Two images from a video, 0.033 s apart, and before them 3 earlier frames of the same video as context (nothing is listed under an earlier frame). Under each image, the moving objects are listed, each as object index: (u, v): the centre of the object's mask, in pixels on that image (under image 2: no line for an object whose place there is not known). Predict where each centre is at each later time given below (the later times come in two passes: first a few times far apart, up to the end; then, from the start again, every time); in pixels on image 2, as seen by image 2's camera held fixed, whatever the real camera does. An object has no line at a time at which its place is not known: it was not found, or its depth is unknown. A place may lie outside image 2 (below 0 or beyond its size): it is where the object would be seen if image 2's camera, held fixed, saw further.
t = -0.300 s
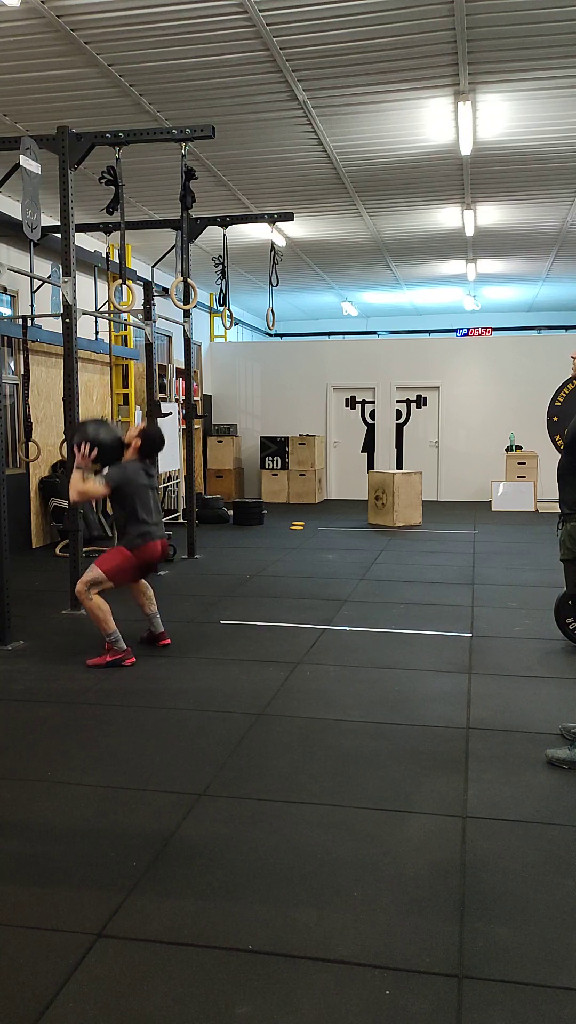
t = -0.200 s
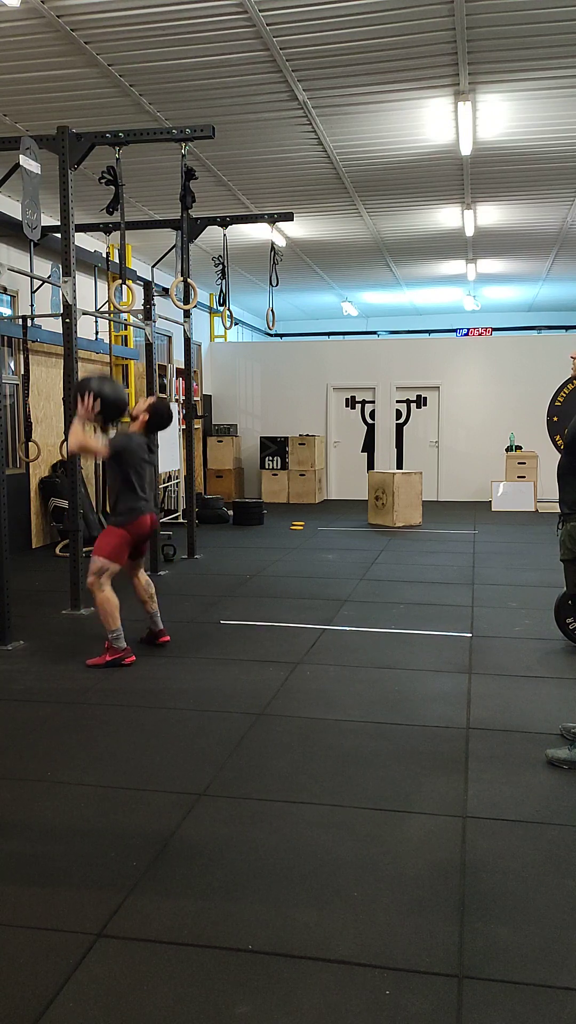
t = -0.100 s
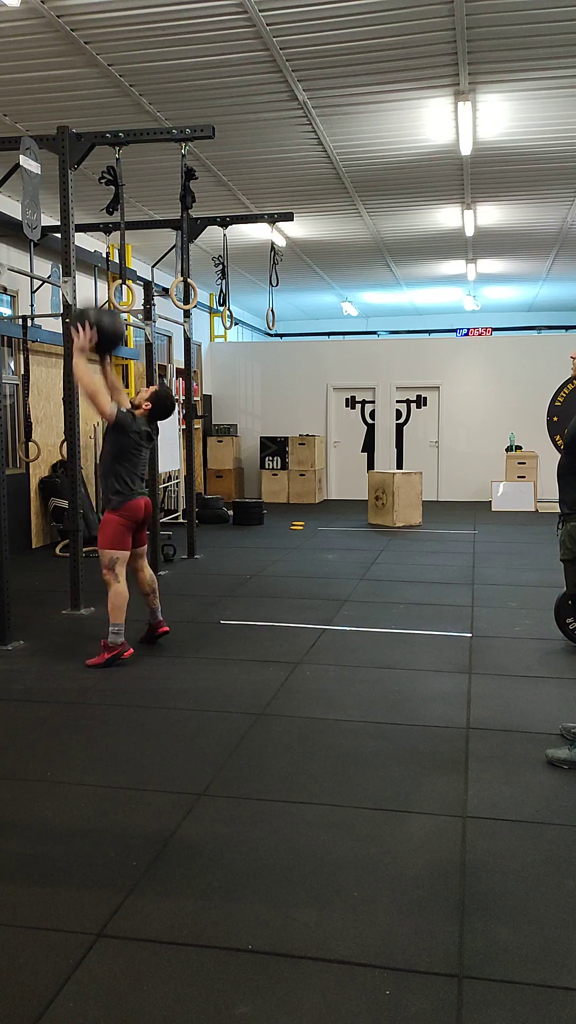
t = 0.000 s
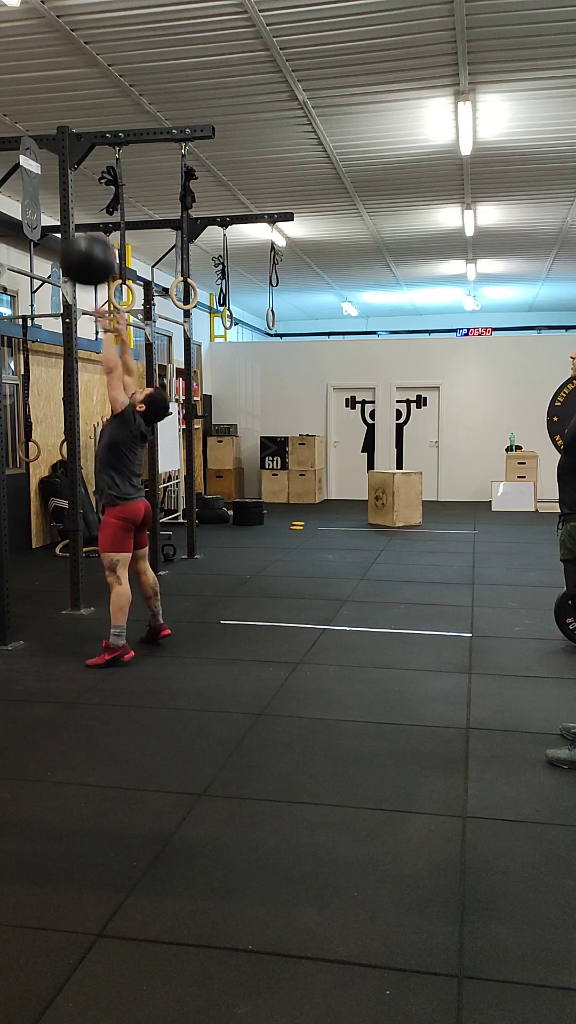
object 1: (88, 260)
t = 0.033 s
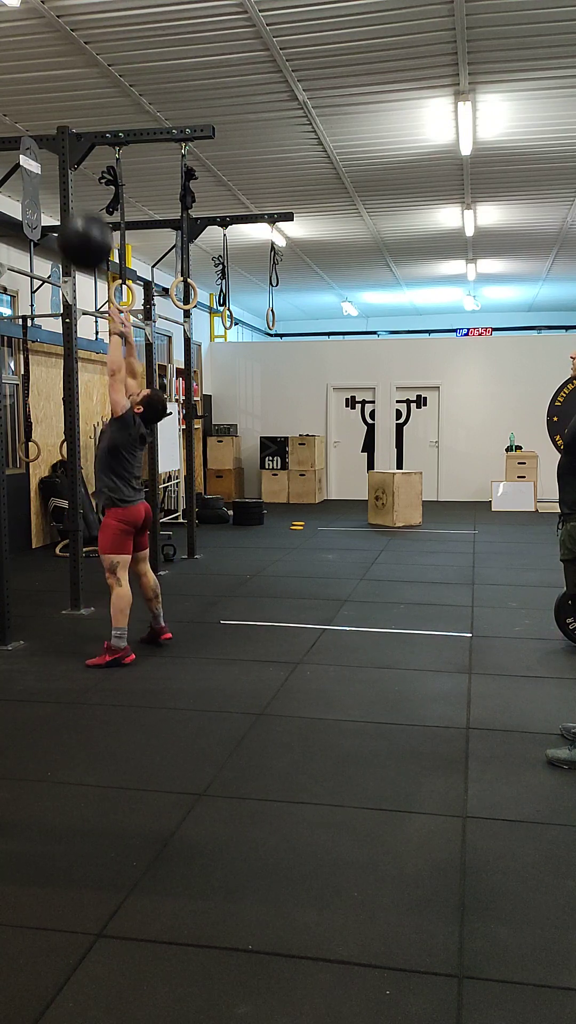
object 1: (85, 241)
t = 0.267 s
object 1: (64, 153)
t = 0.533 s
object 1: (59, 160)
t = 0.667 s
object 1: (68, 204)
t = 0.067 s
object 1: (82, 222)
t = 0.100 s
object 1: (79, 205)
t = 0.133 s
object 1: (75, 192)
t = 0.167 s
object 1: (73, 179)
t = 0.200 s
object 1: (70, 168)
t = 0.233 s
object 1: (67, 159)
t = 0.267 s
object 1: (64, 153)
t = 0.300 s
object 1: (62, 148)
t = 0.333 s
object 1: (59, 144)
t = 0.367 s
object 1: (57, 143)
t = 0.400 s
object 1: (55, 144)
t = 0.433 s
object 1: (54, 146)
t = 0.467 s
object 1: (55, 149)
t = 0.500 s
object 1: (57, 153)
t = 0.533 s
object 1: (59, 160)
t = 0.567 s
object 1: (61, 168)
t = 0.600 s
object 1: (63, 179)
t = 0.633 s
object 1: (65, 191)
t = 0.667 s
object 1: (68, 204)
